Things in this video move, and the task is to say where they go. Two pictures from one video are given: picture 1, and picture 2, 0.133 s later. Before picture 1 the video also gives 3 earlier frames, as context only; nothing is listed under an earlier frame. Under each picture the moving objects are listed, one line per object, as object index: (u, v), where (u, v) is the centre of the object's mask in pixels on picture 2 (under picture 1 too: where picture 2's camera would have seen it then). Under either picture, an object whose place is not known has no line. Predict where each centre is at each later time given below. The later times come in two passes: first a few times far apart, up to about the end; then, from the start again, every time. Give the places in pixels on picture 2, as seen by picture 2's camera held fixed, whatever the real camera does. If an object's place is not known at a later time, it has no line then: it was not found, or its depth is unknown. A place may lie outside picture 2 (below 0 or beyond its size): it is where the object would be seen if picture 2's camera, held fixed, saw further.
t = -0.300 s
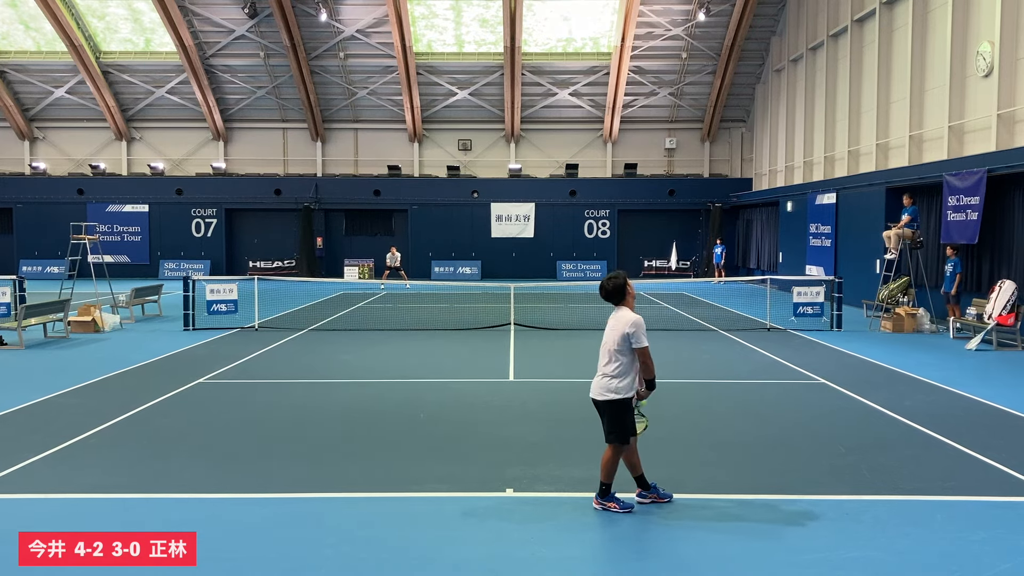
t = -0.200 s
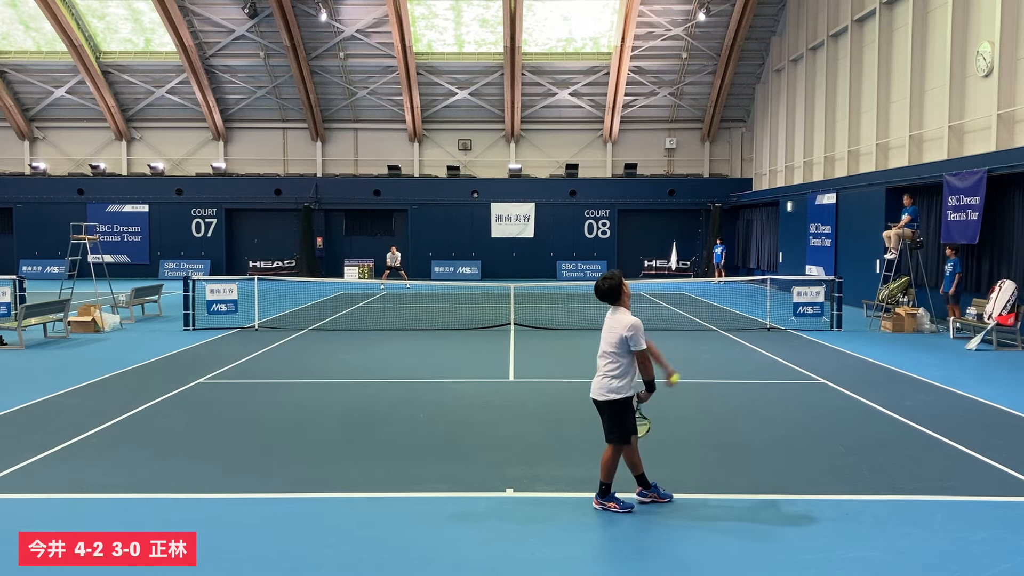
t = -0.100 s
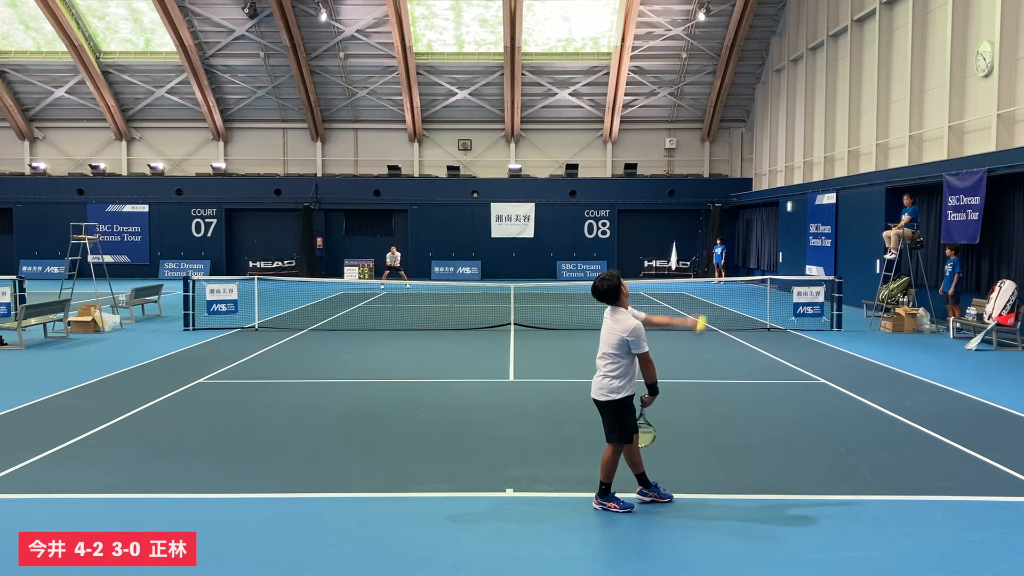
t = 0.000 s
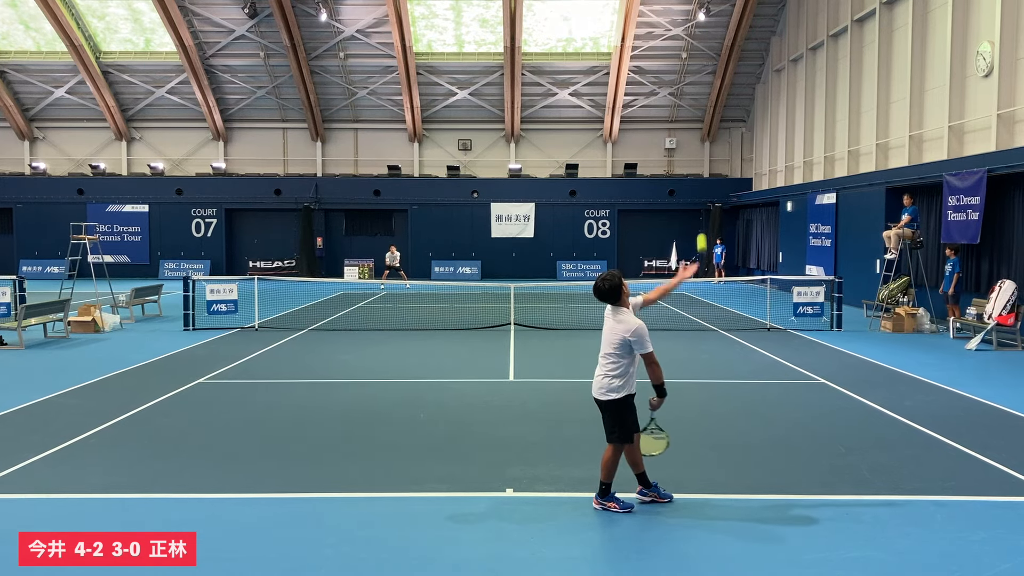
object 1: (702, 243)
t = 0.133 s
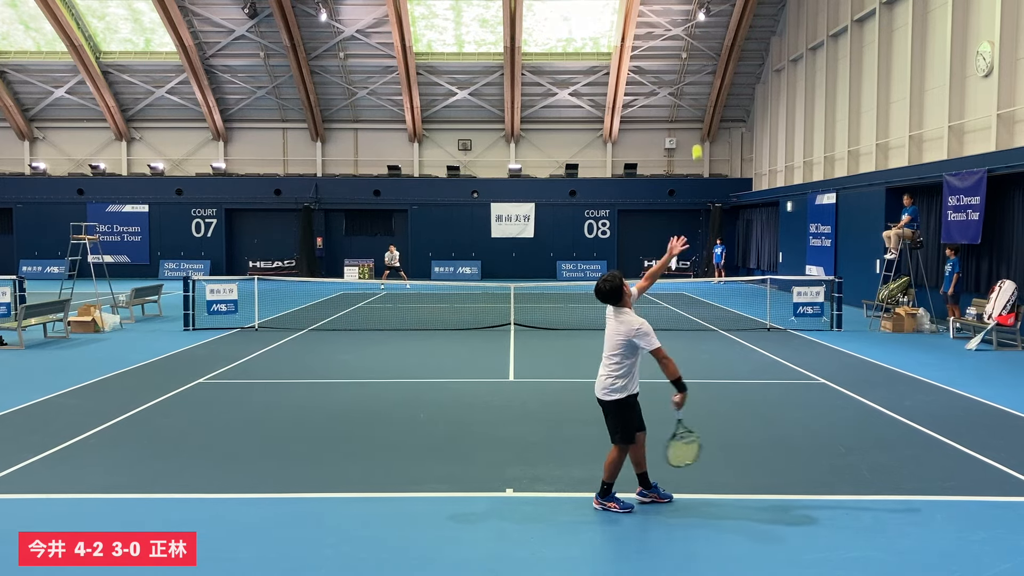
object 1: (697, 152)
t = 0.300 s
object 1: (691, 74)
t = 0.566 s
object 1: (681, 29)
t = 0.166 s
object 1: (696, 133)
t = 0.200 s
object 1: (695, 116)
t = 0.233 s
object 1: (694, 100)
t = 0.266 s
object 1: (692, 87)
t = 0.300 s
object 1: (691, 74)
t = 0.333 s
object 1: (690, 63)
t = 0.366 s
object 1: (688, 53)
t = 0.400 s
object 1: (687, 46)
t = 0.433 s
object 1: (686, 39)
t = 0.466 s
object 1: (685, 34)
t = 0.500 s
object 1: (684, 31)
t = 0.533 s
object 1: (682, 29)
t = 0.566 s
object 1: (681, 29)
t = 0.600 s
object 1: (680, 30)
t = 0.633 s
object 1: (678, 32)
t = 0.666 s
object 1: (677, 36)
